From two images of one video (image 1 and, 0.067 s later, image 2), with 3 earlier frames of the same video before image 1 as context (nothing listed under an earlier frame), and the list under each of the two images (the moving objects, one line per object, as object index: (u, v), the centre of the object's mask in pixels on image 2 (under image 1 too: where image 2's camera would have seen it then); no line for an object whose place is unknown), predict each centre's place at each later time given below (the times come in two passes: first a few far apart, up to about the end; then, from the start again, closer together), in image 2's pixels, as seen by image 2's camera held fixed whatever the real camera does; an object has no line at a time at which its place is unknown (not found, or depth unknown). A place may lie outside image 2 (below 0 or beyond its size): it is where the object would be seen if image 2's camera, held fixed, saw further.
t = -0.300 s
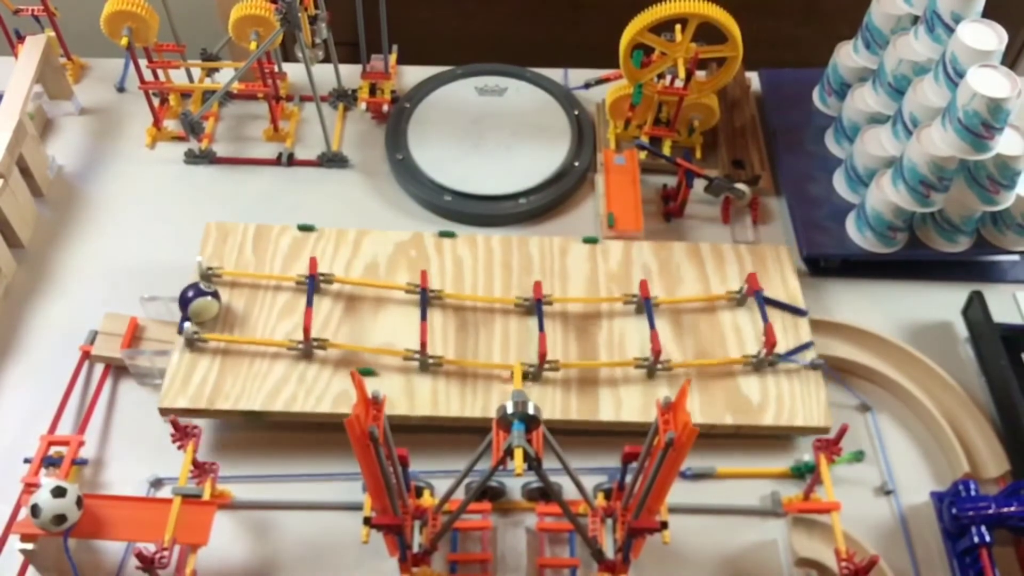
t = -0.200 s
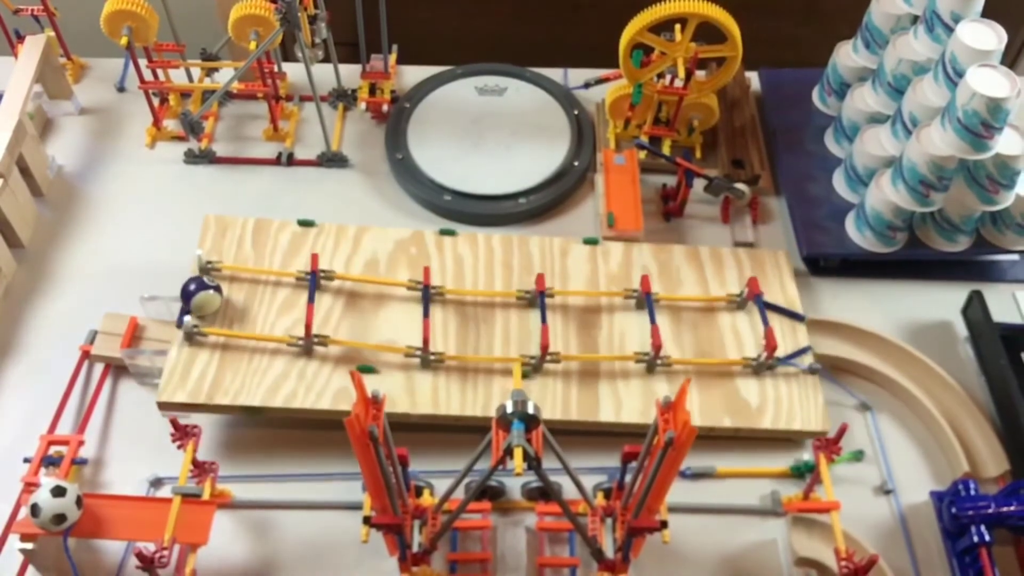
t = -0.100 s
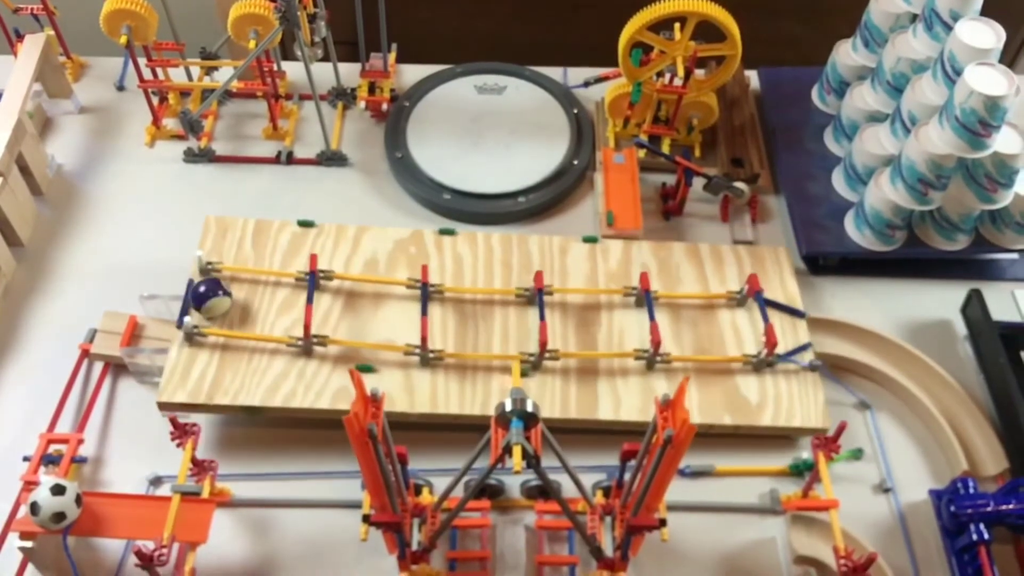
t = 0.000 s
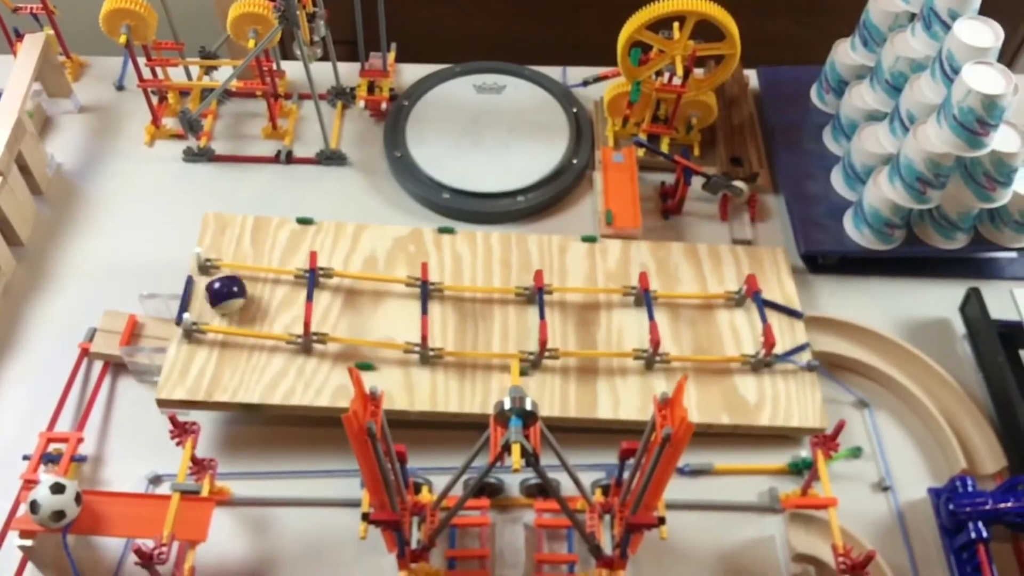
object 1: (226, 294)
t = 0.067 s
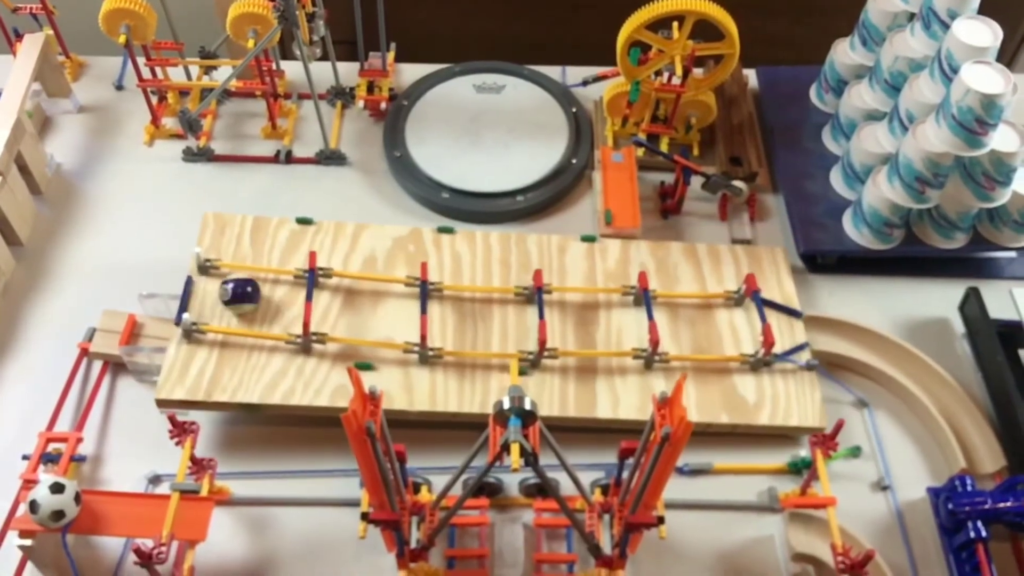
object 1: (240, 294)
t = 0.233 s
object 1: (287, 293)
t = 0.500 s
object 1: (393, 303)
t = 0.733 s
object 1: (512, 314)
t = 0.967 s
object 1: (656, 323)
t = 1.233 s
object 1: (829, 327)
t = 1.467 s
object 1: (952, 398)
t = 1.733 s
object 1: (1010, 543)
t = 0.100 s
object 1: (248, 295)
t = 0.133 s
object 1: (257, 294)
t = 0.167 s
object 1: (267, 293)
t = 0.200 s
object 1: (277, 294)
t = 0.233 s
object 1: (287, 293)
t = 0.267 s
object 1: (295, 293)
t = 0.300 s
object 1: (313, 293)
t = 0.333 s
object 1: (327, 297)
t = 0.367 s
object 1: (337, 297)
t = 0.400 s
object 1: (350, 299)
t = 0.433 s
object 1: (364, 298)
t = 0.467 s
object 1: (378, 300)
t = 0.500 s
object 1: (393, 303)
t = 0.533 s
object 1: (405, 303)
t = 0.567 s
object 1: (425, 302)
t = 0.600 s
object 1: (444, 308)
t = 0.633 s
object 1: (458, 309)
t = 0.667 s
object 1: (476, 311)
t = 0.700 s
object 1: (494, 312)
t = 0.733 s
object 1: (512, 314)
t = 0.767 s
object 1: (529, 314)
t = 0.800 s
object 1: (556, 315)
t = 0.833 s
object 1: (571, 317)
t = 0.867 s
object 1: (591, 320)
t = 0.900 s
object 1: (612, 321)
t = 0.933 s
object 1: (631, 324)
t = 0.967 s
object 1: (656, 323)
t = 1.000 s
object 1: (678, 326)
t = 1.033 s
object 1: (700, 328)
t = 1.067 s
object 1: (724, 331)
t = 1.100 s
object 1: (744, 332)
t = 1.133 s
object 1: (773, 330)
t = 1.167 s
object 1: (792, 332)
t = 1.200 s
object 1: (811, 325)
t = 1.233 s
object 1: (829, 327)
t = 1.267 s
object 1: (847, 333)
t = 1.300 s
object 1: (868, 339)
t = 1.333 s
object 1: (888, 347)
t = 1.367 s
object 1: (906, 358)
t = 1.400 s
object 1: (924, 368)
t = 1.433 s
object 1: (937, 384)
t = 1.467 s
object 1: (952, 398)
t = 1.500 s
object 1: (963, 414)
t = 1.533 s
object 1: (974, 429)
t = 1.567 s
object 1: (982, 446)
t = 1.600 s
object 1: (987, 460)
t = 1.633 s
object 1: (989, 472)
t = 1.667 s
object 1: (989, 480)
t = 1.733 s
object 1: (1010, 543)
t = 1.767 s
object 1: (1014, 563)
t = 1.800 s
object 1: (1021, 577)
